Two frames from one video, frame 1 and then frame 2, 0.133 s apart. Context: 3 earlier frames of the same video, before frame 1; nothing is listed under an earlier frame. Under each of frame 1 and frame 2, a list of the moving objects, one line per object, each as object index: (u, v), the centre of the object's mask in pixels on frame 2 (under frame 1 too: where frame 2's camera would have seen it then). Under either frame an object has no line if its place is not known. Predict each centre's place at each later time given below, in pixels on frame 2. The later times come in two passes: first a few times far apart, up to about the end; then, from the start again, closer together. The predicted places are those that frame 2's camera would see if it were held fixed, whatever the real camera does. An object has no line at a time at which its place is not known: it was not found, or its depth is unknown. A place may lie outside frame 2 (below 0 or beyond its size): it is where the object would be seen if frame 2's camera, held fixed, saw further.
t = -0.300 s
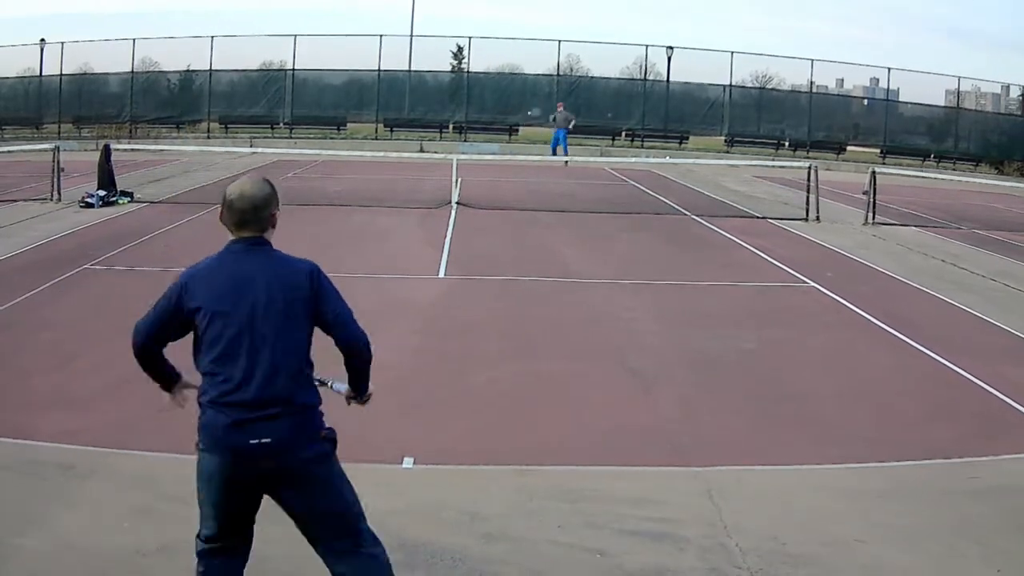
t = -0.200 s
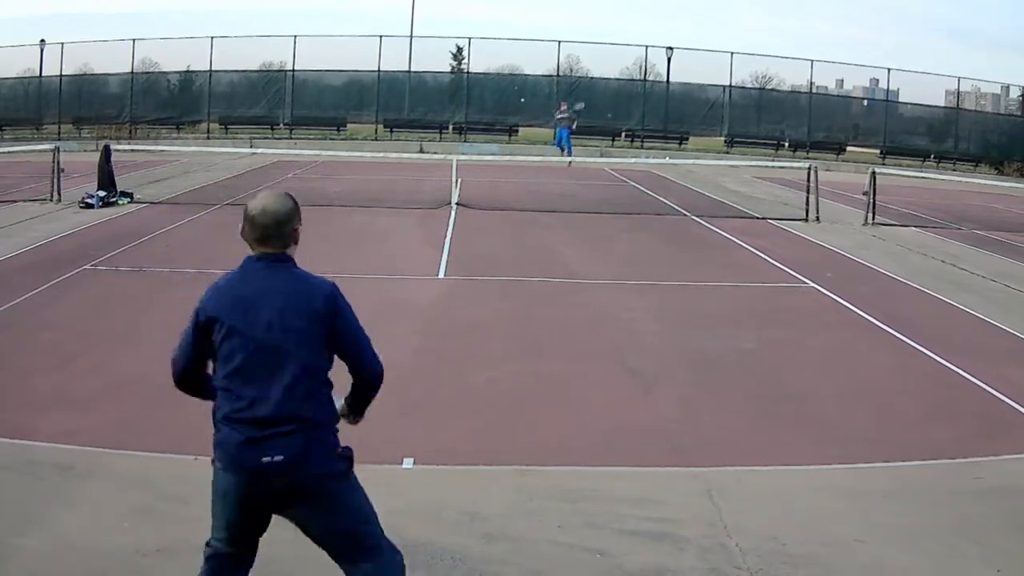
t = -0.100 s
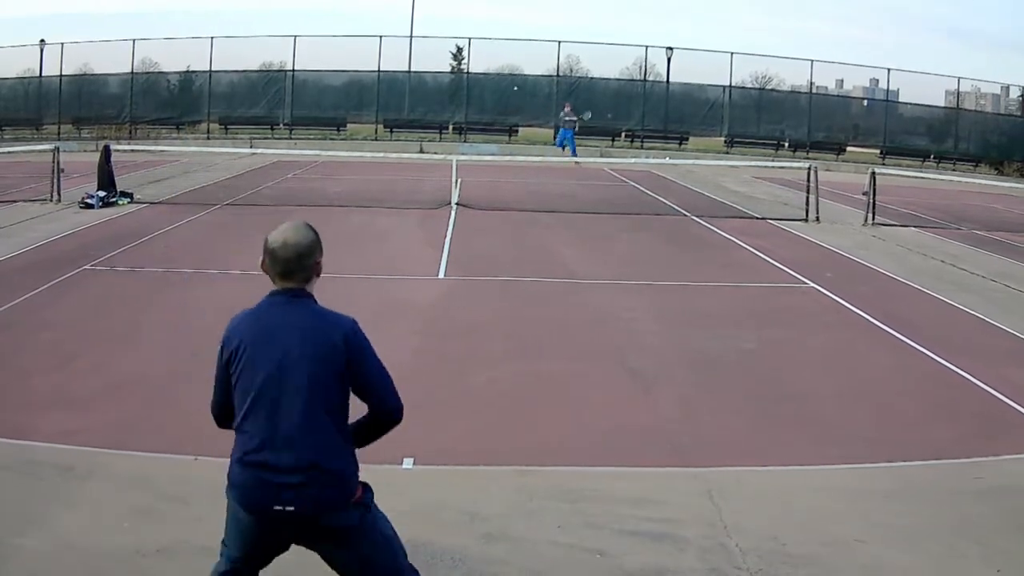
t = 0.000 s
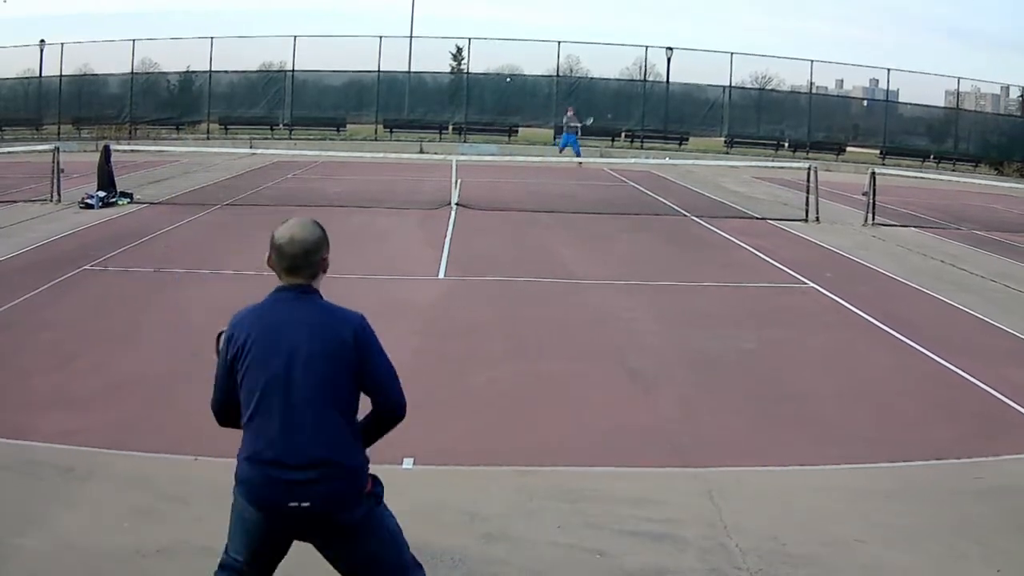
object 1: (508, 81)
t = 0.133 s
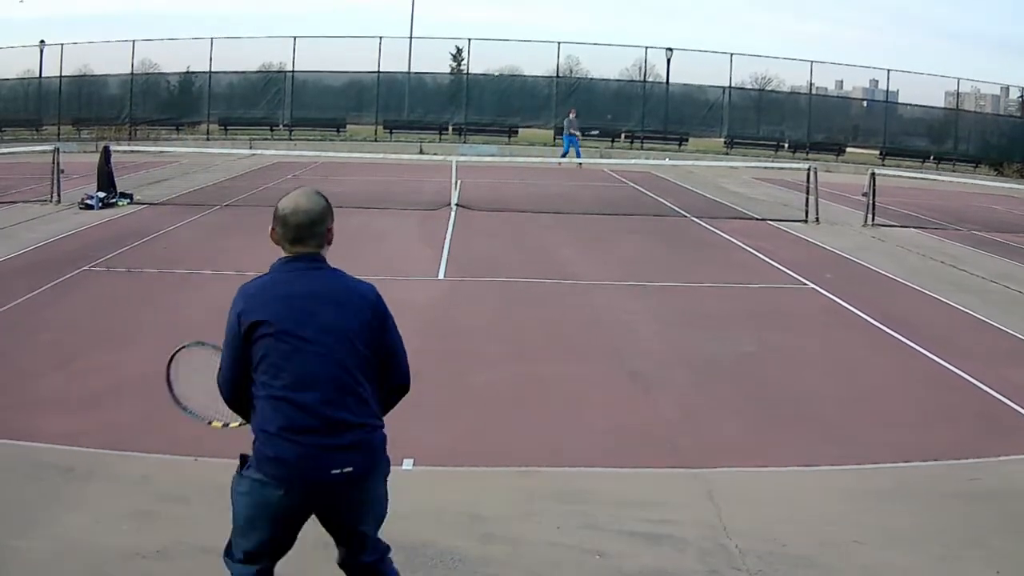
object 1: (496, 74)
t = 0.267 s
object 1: (483, 76)
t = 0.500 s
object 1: (450, 117)
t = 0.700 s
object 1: (402, 230)
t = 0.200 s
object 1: (490, 74)
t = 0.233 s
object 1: (486, 74)
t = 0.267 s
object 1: (483, 76)
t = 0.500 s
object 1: (450, 117)
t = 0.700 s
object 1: (402, 230)
